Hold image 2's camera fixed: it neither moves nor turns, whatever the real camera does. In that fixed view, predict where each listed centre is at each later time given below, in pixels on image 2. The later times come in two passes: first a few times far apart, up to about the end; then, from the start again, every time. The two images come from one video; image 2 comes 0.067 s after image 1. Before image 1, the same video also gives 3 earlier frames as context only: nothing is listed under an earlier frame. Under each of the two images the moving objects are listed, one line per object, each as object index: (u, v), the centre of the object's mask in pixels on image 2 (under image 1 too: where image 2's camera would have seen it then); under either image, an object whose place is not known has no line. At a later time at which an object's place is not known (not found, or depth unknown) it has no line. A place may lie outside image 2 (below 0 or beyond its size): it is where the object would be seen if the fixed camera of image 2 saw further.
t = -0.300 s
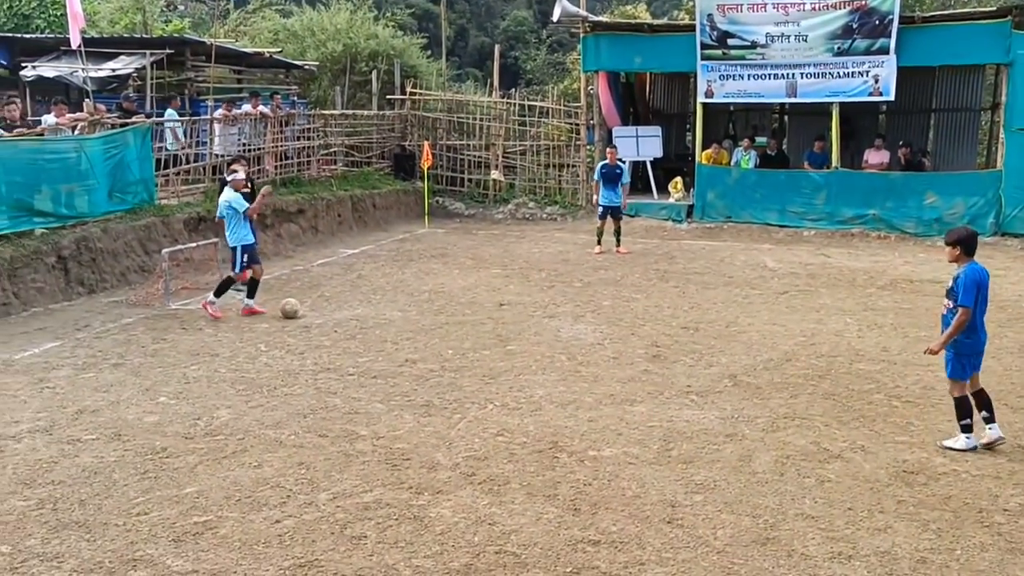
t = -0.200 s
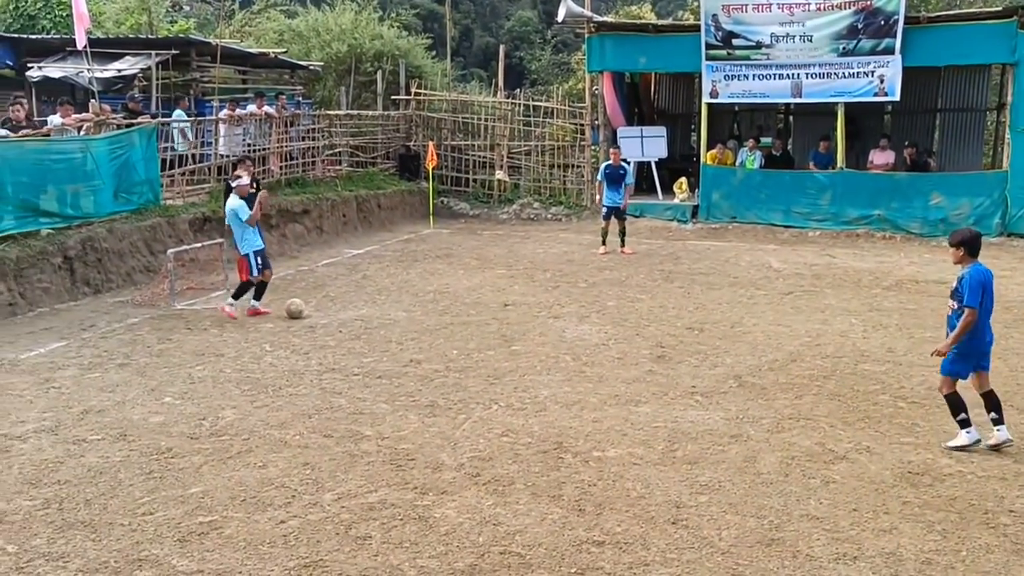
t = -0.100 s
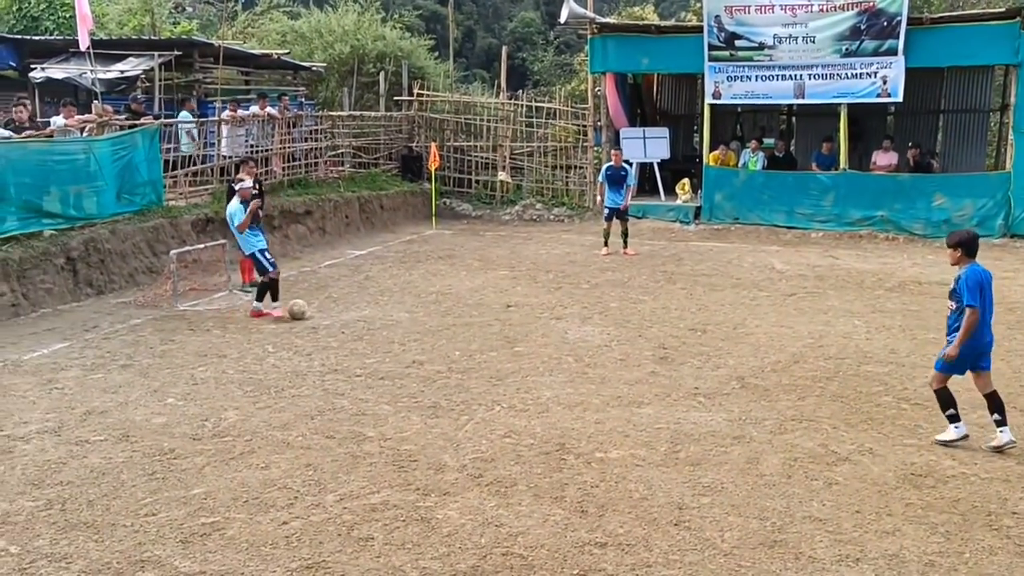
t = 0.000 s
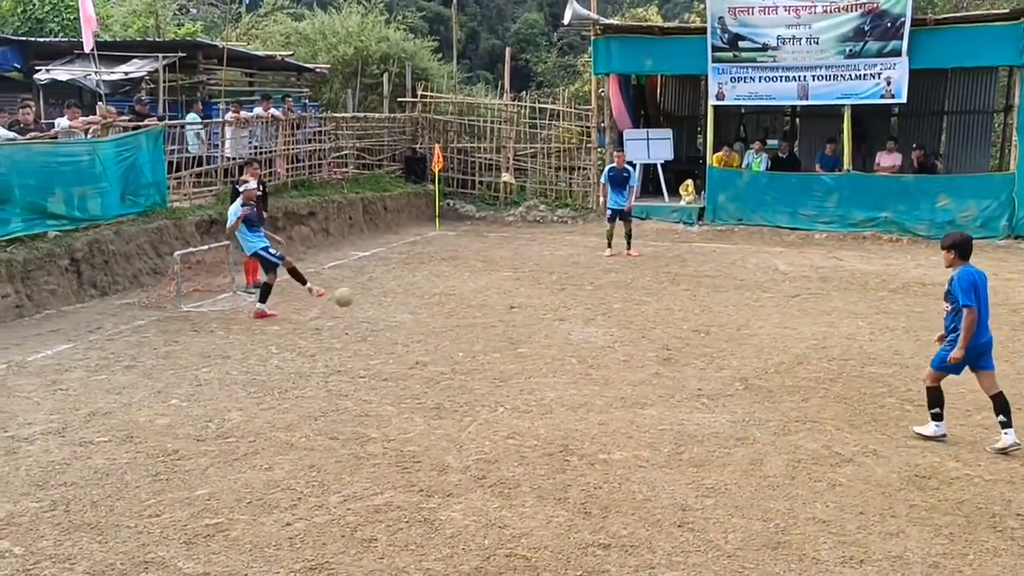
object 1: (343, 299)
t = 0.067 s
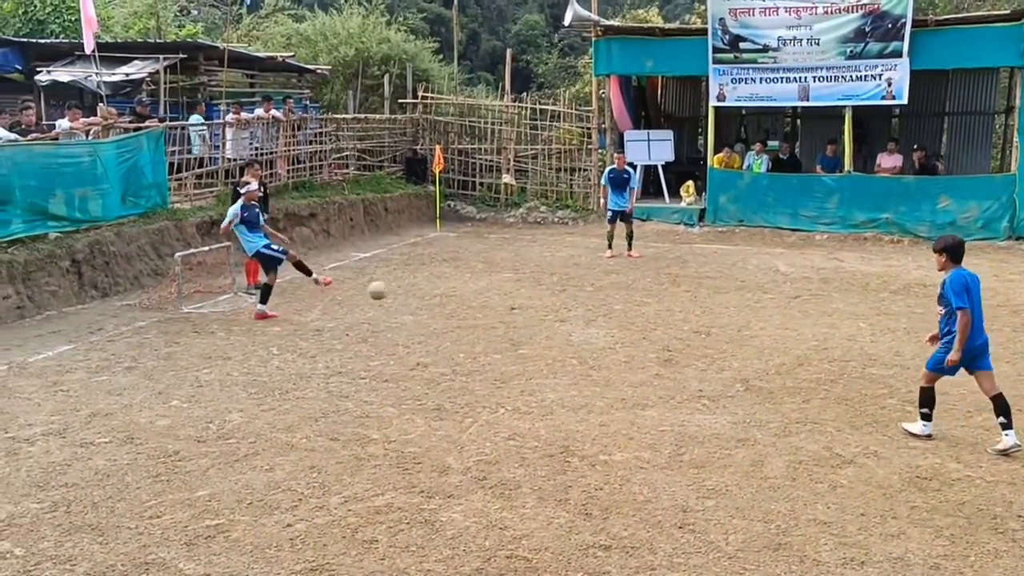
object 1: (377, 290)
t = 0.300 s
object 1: (479, 286)
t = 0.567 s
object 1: (563, 279)
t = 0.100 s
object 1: (393, 288)
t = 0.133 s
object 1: (408, 287)
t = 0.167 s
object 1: (423, 287)
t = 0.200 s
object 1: (439, 287)
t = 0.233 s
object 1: (461, 290)
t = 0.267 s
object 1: (468, 290)
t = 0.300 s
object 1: (479, 286)
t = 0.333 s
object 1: (490, 282)
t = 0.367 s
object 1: (501, 280)
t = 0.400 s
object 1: (512, 278)
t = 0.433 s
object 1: (522, 277)
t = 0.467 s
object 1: (533, 277)
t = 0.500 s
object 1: (548, 280)
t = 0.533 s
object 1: (553, 281)
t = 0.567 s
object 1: (563, 279)
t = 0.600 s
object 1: (573, 277)
